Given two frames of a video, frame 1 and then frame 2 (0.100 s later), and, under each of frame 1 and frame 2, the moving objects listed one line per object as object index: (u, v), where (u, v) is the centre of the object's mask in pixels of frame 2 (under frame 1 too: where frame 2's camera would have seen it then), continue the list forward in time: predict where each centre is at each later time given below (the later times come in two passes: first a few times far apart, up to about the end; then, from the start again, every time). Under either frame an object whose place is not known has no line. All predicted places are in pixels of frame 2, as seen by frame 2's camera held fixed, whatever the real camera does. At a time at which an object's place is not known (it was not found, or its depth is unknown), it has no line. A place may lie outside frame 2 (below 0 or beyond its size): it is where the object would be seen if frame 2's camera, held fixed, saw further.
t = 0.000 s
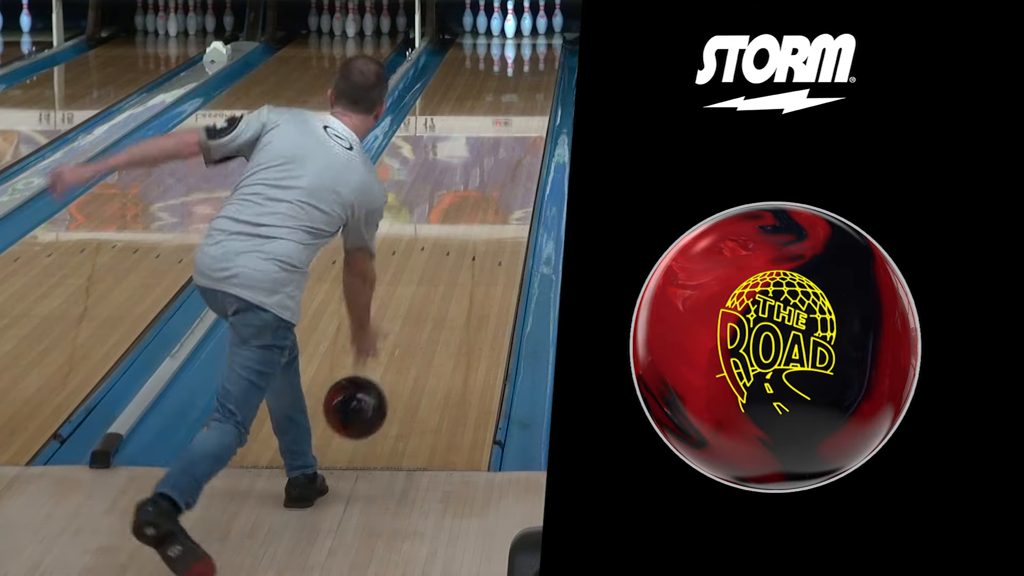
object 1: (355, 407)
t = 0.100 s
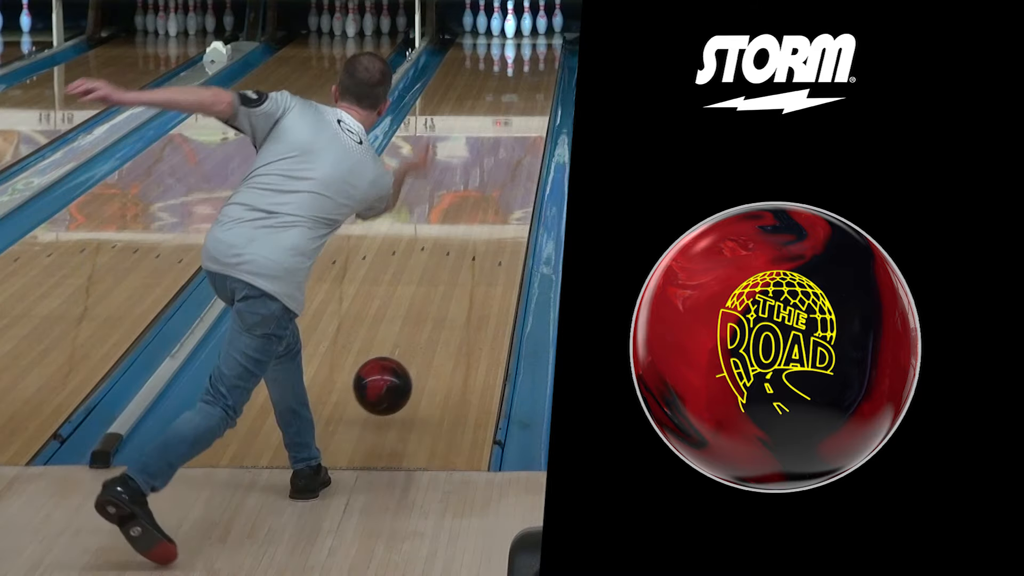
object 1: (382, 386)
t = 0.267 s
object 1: (418, 328)
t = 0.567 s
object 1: (464, 241)
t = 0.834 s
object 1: (492, 184)
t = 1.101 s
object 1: (511, 142)
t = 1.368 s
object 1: (524, 109)
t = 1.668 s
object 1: (533, 80)
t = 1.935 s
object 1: (534, 57)
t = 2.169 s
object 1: (528, 43)
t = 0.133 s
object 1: (391, 385)
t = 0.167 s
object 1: (398, 368)
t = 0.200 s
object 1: (405, 351)
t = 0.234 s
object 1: (412, 338)
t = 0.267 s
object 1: (418, 328)
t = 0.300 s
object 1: (425, 319)
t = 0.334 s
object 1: (430, 307)
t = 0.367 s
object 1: (436, 297)
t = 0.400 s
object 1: (441, 286)
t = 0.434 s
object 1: (446, 276)
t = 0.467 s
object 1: (451, 267)
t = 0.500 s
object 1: (455, 258)
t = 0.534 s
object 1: (460, 249)
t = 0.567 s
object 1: (464, 241)
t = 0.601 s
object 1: (468, 233)
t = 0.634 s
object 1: (472, 225)
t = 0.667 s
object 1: (475, 217)
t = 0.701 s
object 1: (479, 210)
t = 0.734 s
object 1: (482, 203)
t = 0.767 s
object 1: (485, 197)
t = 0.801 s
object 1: (488, 190)
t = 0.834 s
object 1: (492, 184)
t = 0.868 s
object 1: (494, 178)
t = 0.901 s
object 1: (497, 172)
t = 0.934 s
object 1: (500, 167)
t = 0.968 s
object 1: (502, 162)
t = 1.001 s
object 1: (504, 157)
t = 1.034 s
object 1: (507, 152)
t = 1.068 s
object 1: (509, 147)
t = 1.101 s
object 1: (511, 142)
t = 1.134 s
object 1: (513, 137)
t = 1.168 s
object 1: (515, 133)
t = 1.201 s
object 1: (517, 129)
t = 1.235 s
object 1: (518, 125)
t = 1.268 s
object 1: (520, 121)
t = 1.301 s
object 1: (522, 116)
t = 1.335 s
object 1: (523, 113)
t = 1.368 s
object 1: (524, 109)
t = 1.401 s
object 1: (526, 105)
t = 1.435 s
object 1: (527, 102)
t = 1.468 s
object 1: (528, 98)
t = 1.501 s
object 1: (529, 95)
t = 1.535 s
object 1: (530, 92)
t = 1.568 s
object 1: (531, 89)
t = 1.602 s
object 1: (532, 86)
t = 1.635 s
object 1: (533, 82)
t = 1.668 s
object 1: (533, 80)
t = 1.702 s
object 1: (534, 76)
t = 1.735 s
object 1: (534, 74)
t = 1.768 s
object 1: (535, 71)
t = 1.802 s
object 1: (535, 68)
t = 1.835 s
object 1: (535, 65)
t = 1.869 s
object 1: (535, 62)
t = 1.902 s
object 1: (534, 60)
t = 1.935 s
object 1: (534, 57)
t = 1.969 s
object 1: (534, 55)
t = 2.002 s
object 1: (533, 53)
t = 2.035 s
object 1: (532, 51)
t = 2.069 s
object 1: (531, 48)
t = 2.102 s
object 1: (530, 47)
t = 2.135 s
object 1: (529, 45)
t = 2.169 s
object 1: (528, 43)
